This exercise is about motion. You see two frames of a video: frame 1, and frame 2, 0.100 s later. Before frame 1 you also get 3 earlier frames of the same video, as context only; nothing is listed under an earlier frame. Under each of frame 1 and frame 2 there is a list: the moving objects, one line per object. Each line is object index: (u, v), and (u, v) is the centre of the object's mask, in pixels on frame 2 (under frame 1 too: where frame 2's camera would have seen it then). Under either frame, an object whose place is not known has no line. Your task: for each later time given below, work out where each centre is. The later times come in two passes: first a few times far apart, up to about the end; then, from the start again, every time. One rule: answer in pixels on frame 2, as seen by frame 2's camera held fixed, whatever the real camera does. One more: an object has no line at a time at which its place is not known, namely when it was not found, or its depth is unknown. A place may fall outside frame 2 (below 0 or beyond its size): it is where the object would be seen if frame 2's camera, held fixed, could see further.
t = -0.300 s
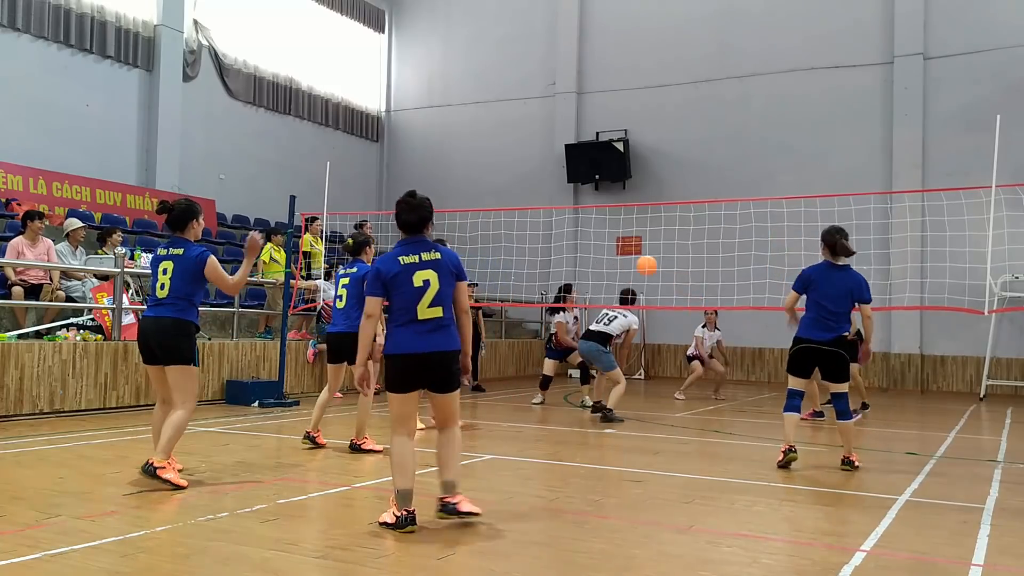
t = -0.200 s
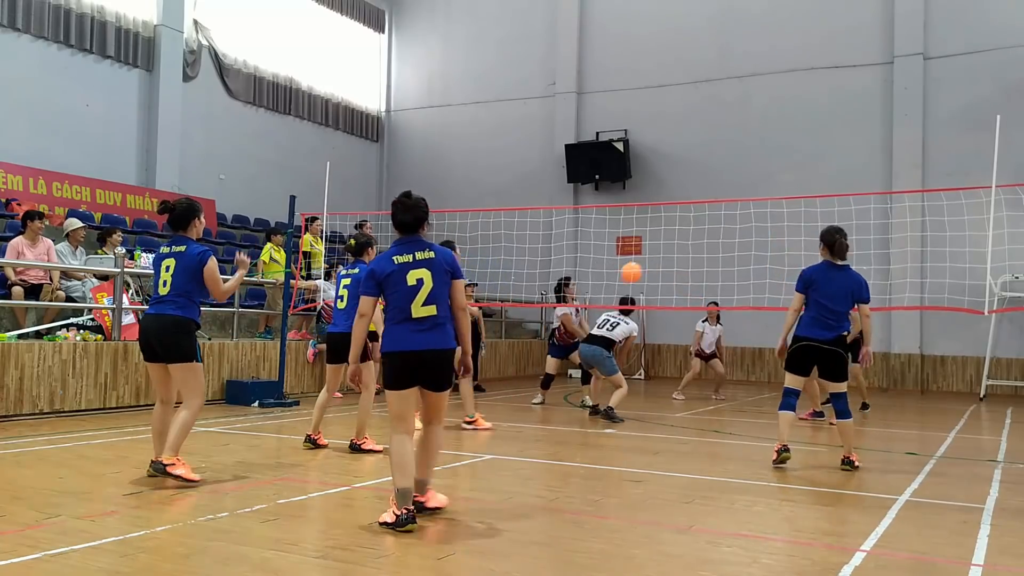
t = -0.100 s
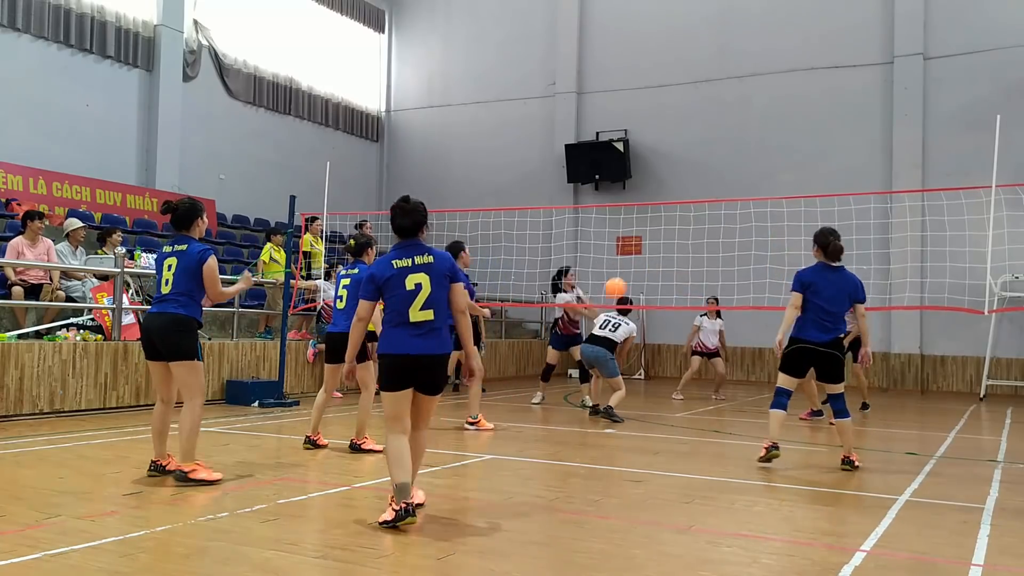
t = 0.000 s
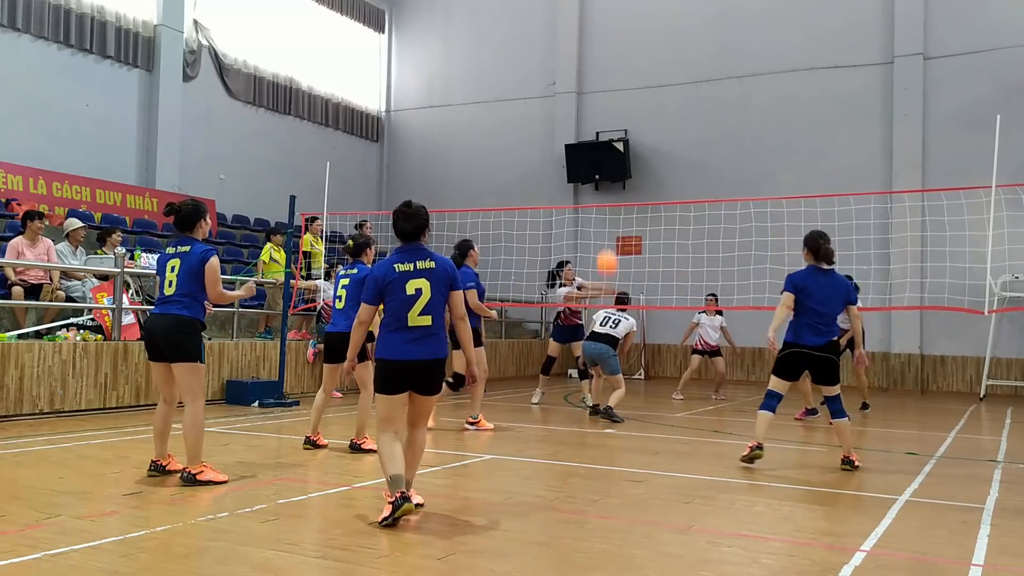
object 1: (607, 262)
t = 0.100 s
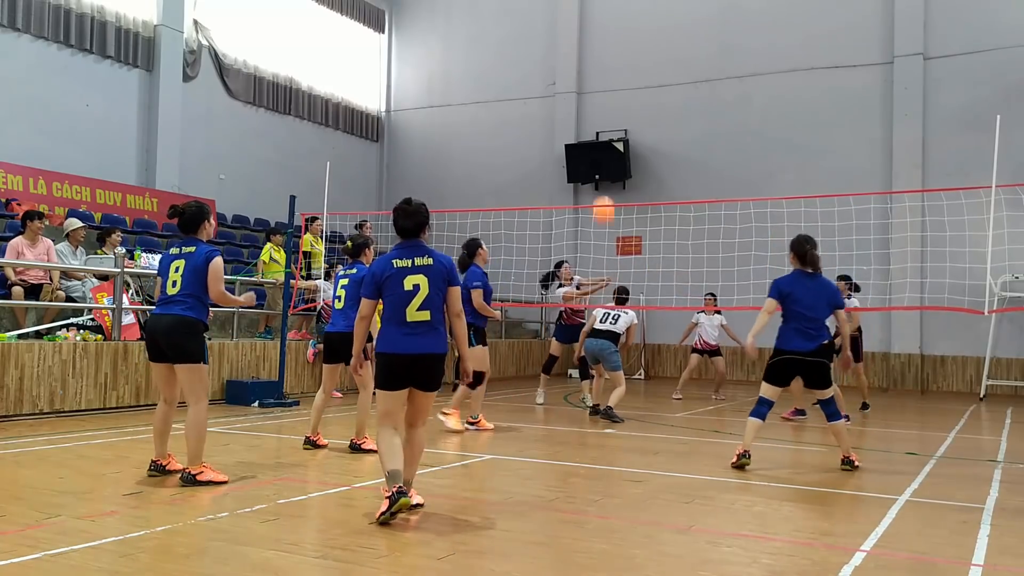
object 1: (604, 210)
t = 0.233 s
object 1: (600, 148)
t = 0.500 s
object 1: (590, 57)
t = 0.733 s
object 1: (577, 32)
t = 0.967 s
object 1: (558, 78)
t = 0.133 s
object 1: (603, 192)
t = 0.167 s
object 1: (602, 178)
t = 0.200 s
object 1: (601, 163)
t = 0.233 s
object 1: (600, 148)
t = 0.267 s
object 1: (599, 134)
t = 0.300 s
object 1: (598, 120)
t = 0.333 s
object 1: (597, 107)
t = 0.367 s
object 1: (596, 95)
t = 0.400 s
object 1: (594, 84)
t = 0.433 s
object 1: (593, 74)
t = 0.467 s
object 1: (592, 65)
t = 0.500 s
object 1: (590, 57)
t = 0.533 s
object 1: (589, 50)
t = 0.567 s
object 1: (587, 44)
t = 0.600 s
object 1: (585, 39)
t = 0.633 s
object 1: (583, 36)
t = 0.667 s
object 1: (581, 33)
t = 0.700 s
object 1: (579, 32)
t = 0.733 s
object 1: (577, 32)
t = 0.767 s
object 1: (575, 34)
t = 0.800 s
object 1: (573, 37)
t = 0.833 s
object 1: (570, 41)
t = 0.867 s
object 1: (568, 48)
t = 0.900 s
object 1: (565, 56)
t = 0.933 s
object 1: (561, 66)
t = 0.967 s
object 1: (558, 78)
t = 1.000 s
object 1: (554, 93)
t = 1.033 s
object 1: (550, 111)
